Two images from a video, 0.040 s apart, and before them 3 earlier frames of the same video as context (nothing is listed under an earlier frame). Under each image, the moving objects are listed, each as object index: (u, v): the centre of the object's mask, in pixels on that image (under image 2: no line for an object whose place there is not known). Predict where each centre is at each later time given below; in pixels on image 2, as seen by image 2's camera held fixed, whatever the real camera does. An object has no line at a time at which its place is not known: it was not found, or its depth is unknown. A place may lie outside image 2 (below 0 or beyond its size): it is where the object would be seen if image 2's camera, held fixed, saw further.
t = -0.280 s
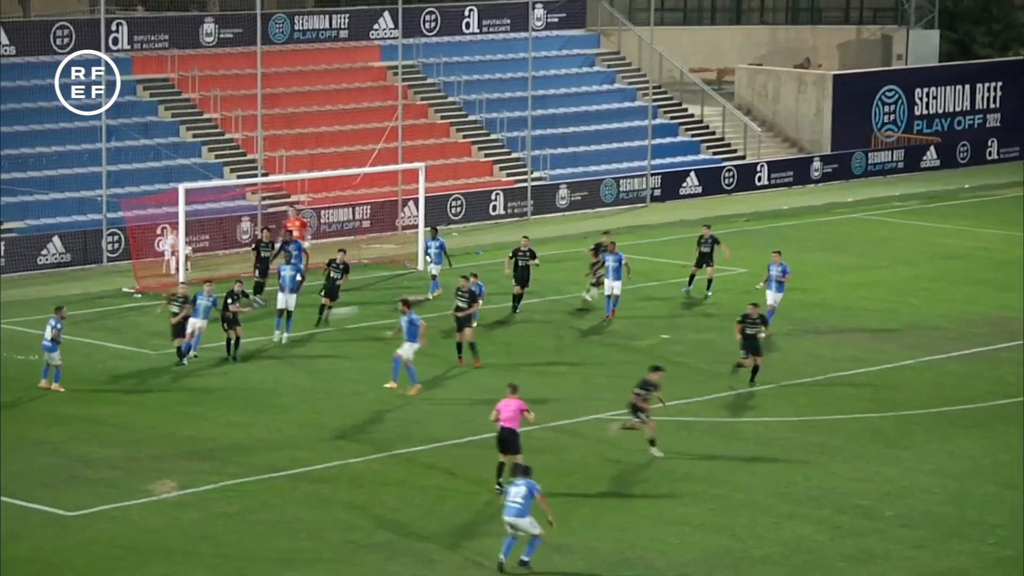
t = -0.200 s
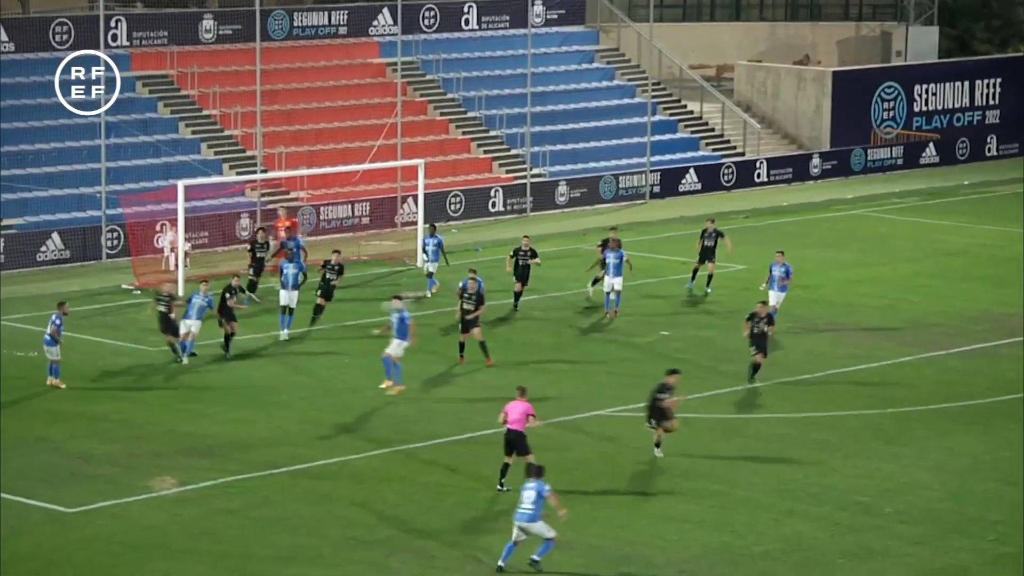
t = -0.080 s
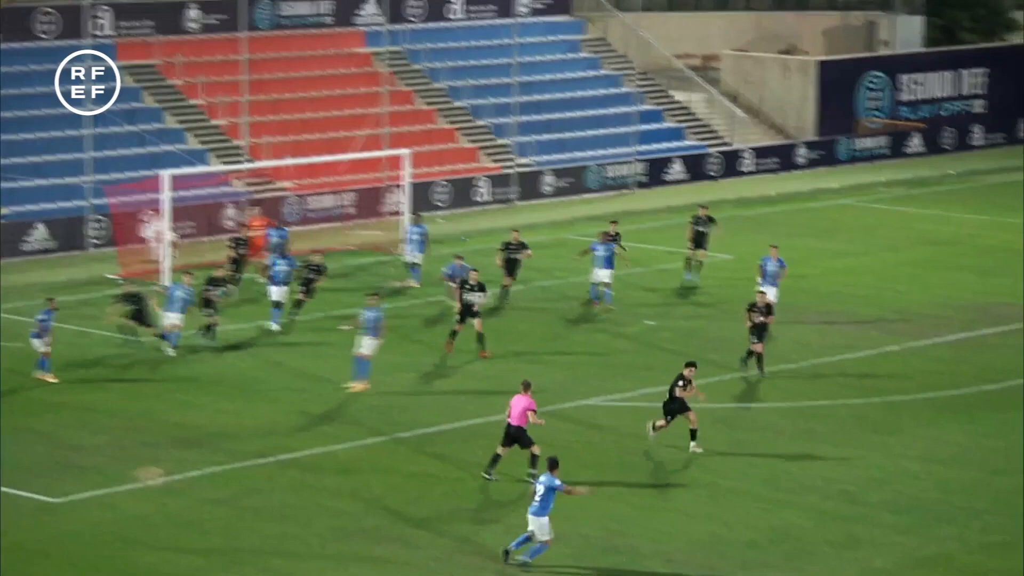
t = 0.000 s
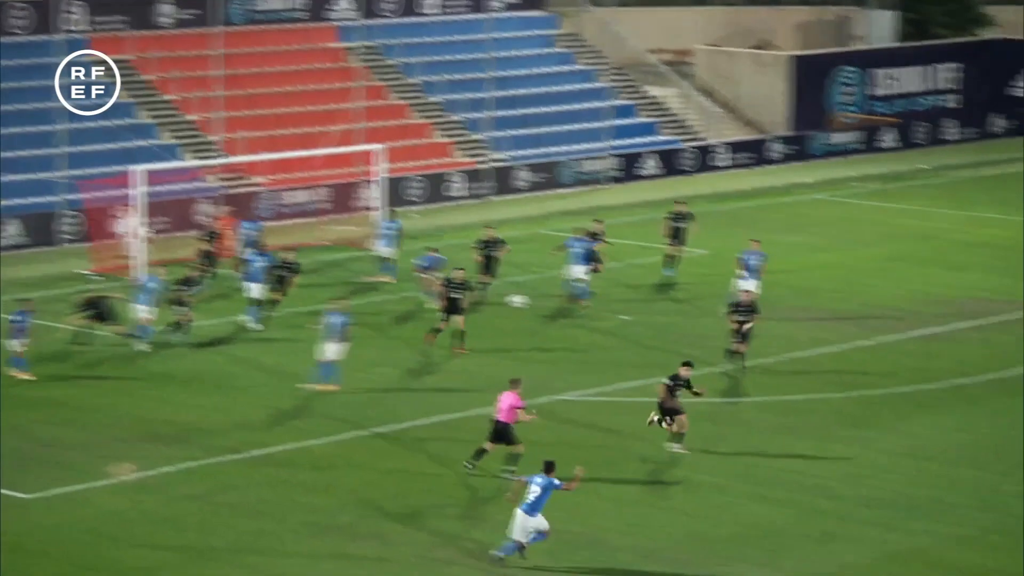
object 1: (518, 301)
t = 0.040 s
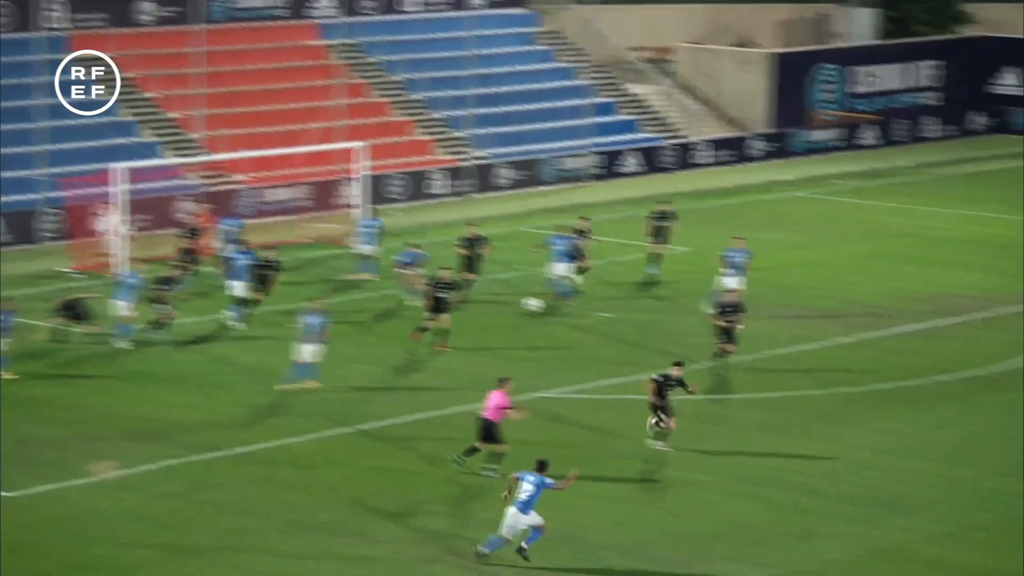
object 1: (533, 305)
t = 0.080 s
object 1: (568, 311)
